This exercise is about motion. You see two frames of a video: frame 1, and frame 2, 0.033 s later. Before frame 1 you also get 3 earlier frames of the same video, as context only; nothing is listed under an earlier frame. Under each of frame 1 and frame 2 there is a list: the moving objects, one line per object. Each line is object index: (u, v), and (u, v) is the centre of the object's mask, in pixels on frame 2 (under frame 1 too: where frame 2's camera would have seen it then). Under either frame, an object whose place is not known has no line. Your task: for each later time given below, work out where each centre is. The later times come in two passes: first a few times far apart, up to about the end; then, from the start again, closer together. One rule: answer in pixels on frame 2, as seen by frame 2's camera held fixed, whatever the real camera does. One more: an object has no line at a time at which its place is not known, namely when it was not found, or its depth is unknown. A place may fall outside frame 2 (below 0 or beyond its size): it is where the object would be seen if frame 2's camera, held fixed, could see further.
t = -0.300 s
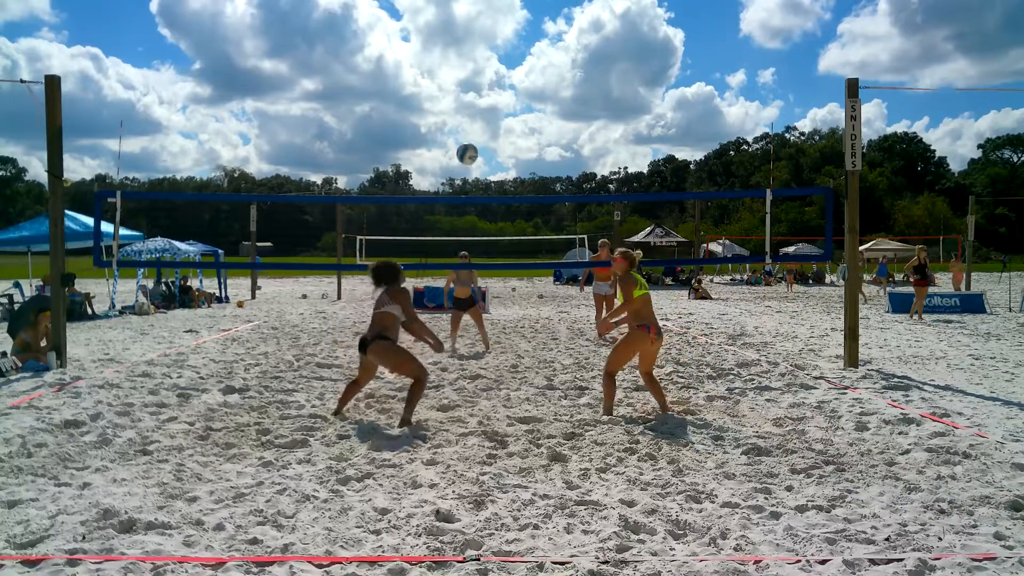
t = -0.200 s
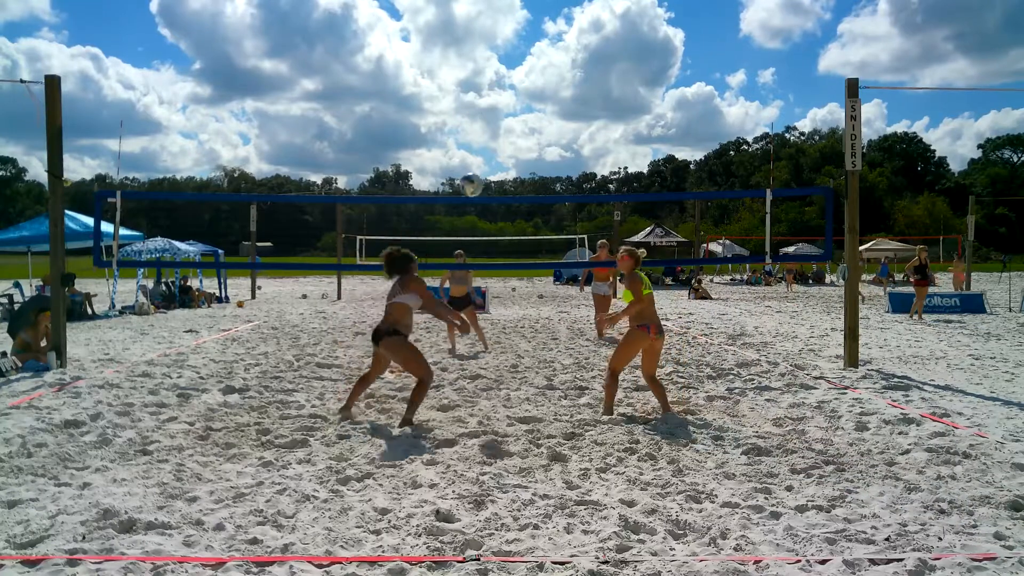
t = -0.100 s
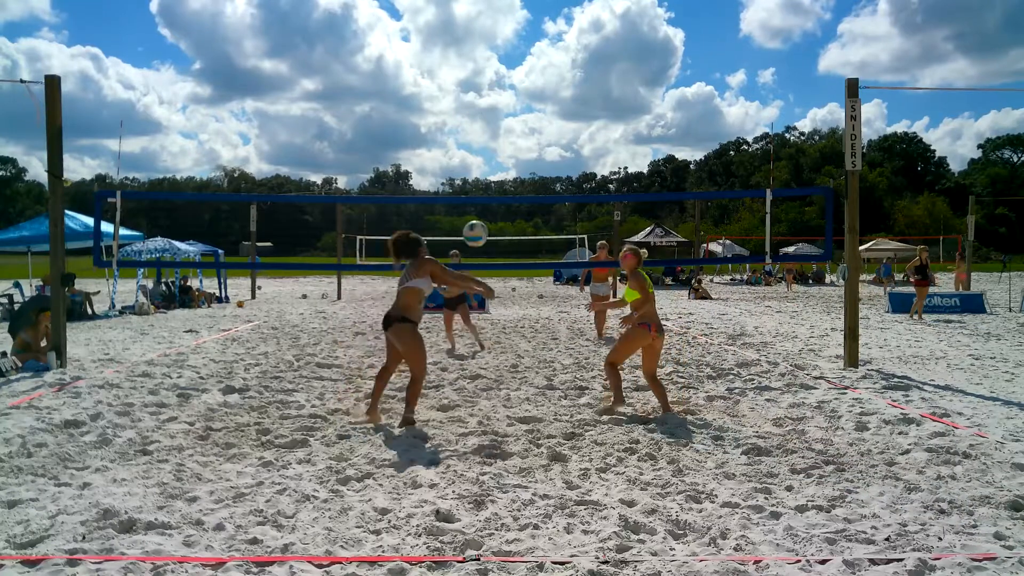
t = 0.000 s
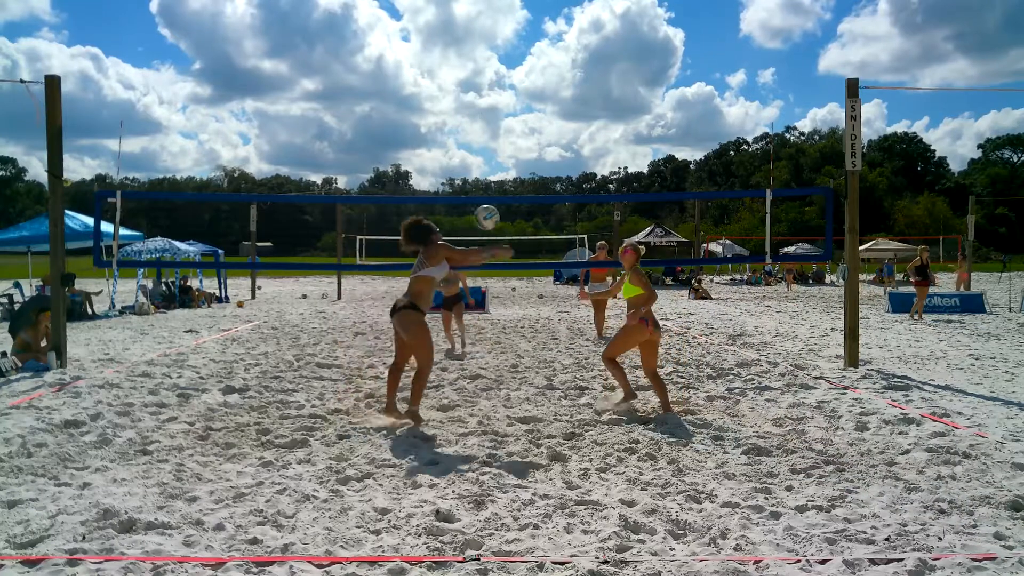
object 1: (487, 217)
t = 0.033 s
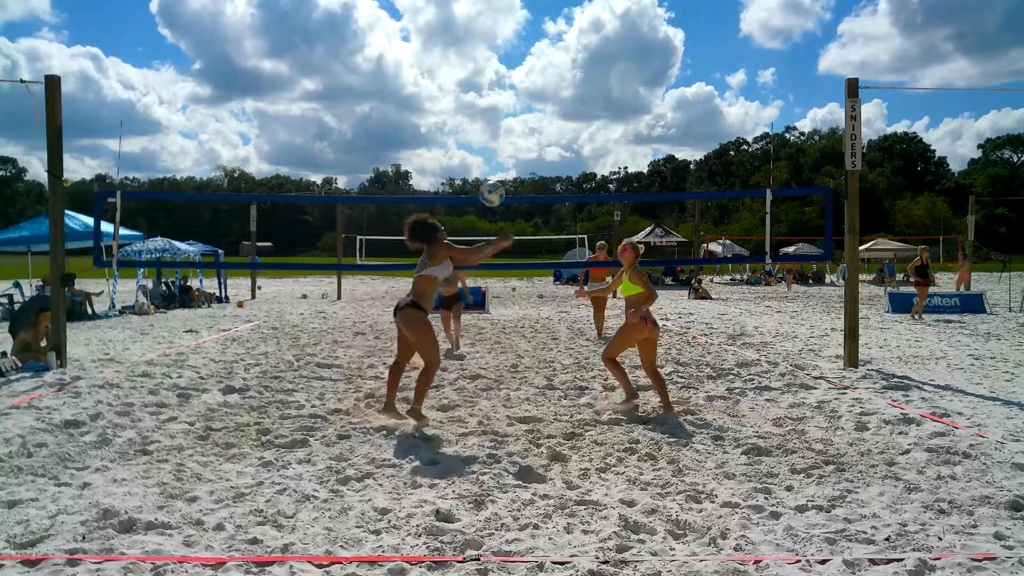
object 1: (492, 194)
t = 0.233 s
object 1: (524, 81)
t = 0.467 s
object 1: (558, 12)
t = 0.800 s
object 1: (602, 18)
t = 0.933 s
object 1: (618, 49)
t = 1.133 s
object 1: (640, 123)
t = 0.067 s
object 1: (497, 171)
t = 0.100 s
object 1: (503, 151)
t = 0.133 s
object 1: (508, 131)
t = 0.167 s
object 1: (513, 113)
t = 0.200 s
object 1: (519, 97)
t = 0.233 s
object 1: (524, 81)
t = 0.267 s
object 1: (529, 68)
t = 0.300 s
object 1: (534, 55)
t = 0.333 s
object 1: (539, 44)
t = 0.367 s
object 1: (544, 34)
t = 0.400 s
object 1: (549, 26)
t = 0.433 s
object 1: (553, 18)
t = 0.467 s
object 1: (558, 12)
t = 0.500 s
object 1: (563, 9)
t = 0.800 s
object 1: (602, 18)
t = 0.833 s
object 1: (606, 24)
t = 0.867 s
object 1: (610, 32)
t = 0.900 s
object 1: (614, 40)
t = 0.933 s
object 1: (618, 49)
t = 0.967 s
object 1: (621, 59)
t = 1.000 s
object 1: (625, 70)
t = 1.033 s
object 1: (629, 83)
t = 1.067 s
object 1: (633, 95)
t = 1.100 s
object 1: (636, 109)
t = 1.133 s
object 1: (640, 123)
